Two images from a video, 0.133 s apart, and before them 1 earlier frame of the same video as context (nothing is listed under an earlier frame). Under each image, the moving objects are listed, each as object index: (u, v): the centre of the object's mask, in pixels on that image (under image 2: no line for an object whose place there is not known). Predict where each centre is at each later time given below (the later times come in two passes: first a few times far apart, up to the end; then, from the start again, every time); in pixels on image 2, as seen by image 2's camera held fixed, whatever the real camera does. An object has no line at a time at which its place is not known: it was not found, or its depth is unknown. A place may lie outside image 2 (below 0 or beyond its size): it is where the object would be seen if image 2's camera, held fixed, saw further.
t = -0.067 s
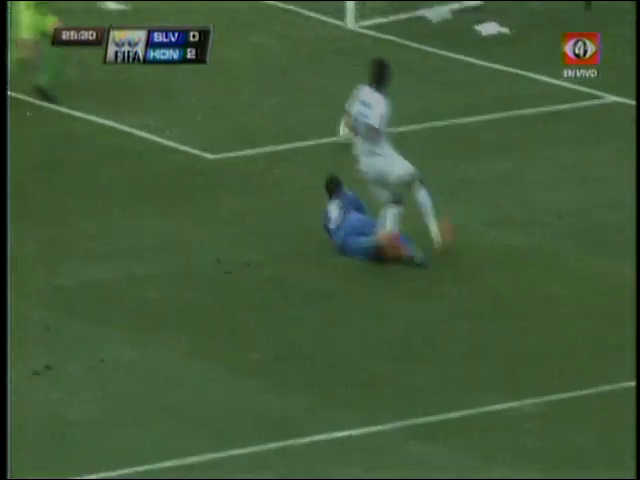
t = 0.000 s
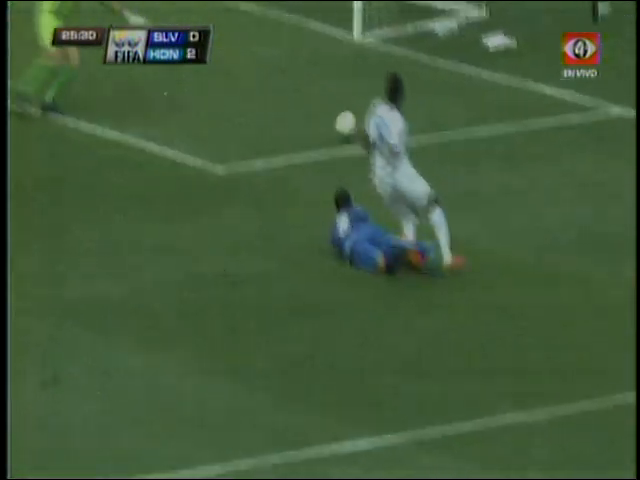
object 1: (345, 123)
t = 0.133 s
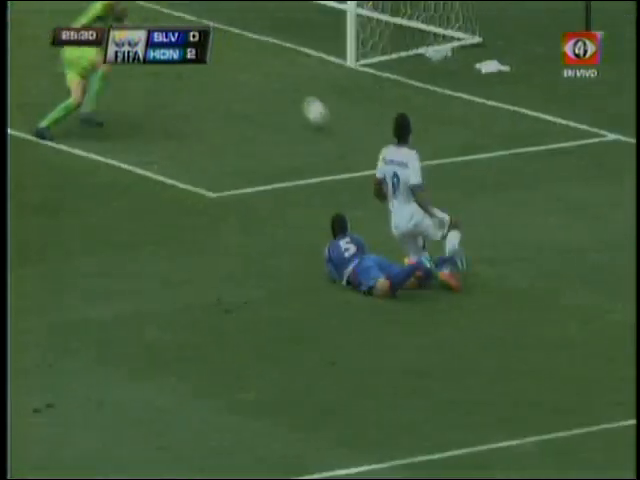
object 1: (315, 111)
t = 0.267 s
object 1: (286, 88)
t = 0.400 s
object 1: (280, 66)
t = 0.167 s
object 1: (308, 103)
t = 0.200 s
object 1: (300, 97)
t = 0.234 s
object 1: (288, 90)
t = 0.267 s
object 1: (286, 88)
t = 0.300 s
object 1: (284, 83)
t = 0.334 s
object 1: (282, 76)
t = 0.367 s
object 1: (280, 71)
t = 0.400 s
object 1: (280, 66)
